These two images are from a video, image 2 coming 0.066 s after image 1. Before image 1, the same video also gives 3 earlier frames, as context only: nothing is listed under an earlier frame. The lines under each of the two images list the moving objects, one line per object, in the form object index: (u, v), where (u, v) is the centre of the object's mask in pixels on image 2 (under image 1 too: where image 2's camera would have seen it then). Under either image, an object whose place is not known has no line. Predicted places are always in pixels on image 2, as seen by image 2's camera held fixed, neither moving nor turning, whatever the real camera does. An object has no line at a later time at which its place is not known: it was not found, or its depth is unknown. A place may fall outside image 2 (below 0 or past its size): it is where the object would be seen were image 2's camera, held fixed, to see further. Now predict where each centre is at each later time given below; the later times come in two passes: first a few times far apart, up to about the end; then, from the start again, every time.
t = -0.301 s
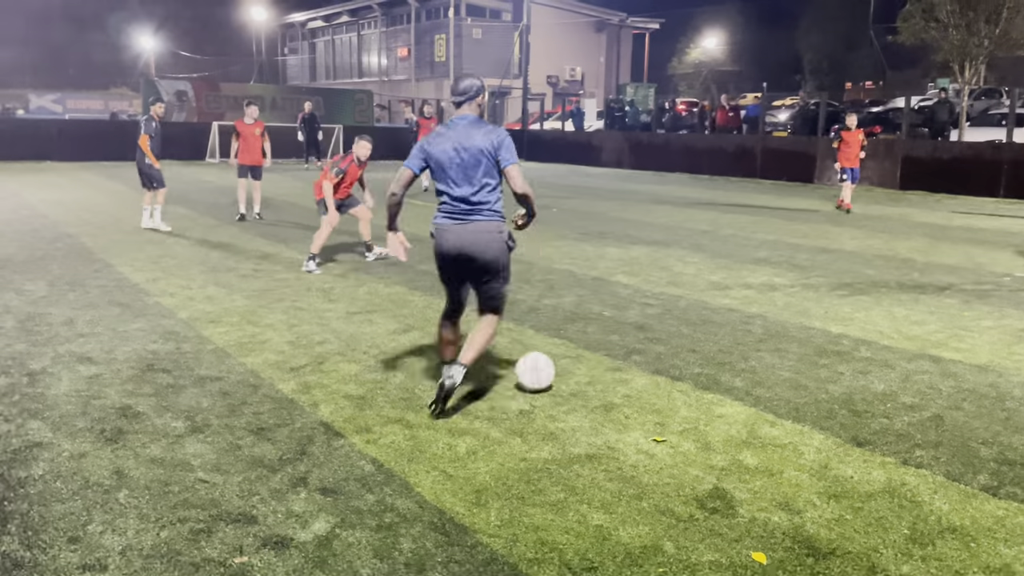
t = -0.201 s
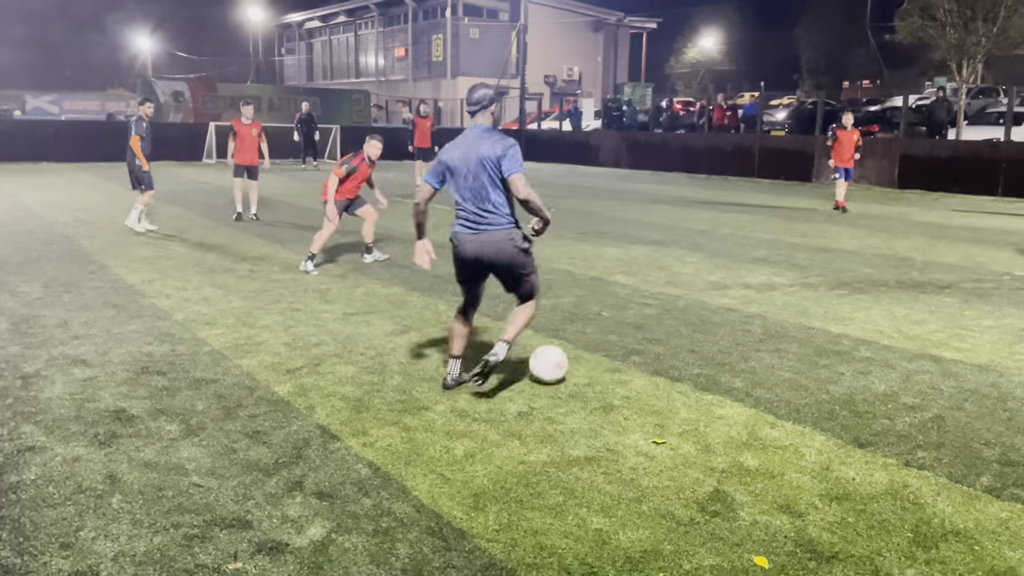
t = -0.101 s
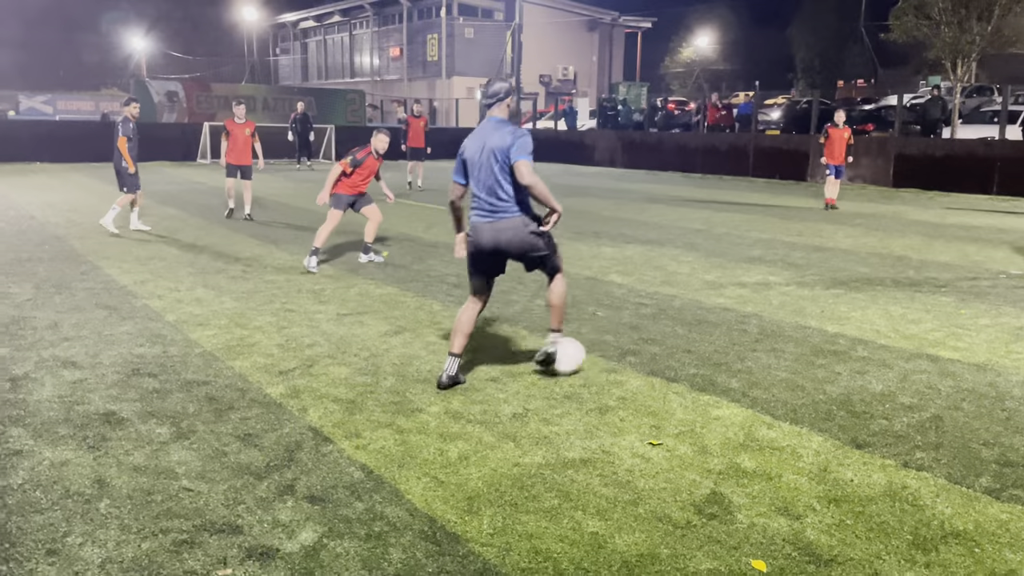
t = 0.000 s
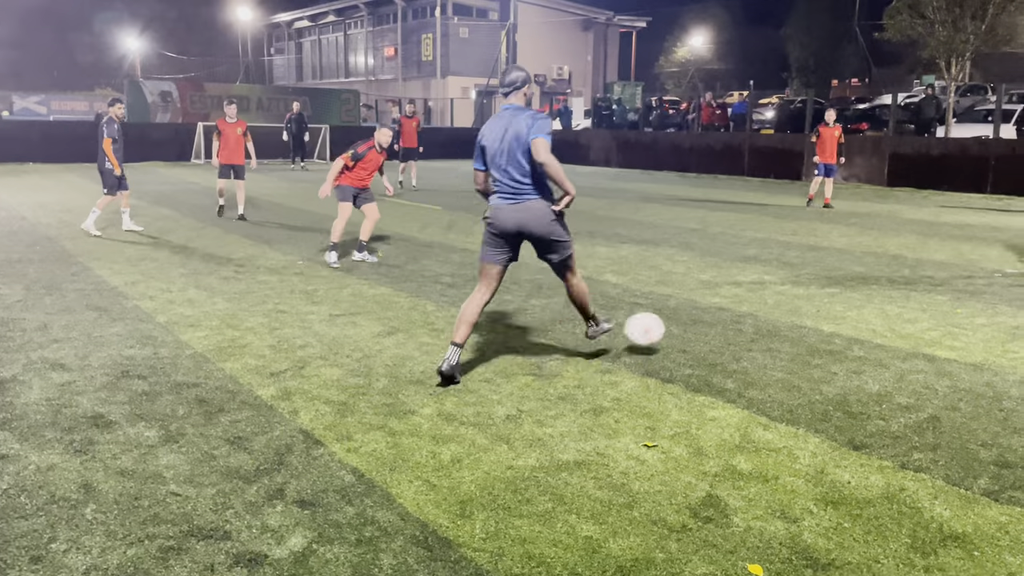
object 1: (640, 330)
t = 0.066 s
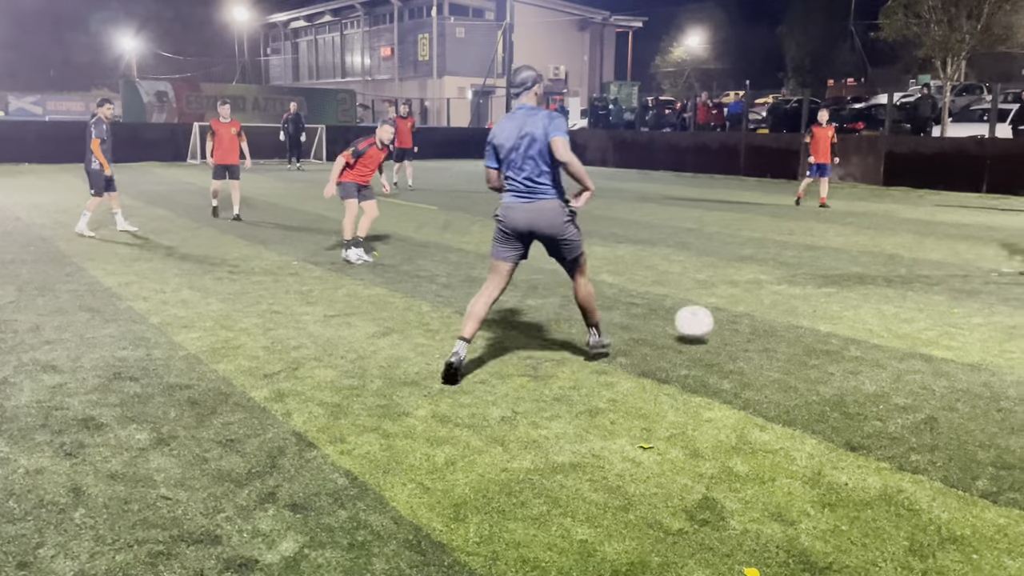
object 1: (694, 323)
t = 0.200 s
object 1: (781, 311)
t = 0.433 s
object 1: (885, 289)
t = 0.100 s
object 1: (718, 322)
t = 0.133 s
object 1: (741, 321)
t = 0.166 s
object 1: (762, 316)
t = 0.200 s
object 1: (781, 311)
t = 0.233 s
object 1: (798, 307)
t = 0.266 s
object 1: (816, 304)
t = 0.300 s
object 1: (832, 302)
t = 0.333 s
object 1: (848, 300)
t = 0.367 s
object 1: (861, 295)
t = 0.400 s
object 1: (873, 292)
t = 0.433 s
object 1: (885, 289)
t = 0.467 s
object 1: (896, 288)
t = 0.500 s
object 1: (907, 287)
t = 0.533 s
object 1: (916, 284)
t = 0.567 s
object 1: (925, 280)
